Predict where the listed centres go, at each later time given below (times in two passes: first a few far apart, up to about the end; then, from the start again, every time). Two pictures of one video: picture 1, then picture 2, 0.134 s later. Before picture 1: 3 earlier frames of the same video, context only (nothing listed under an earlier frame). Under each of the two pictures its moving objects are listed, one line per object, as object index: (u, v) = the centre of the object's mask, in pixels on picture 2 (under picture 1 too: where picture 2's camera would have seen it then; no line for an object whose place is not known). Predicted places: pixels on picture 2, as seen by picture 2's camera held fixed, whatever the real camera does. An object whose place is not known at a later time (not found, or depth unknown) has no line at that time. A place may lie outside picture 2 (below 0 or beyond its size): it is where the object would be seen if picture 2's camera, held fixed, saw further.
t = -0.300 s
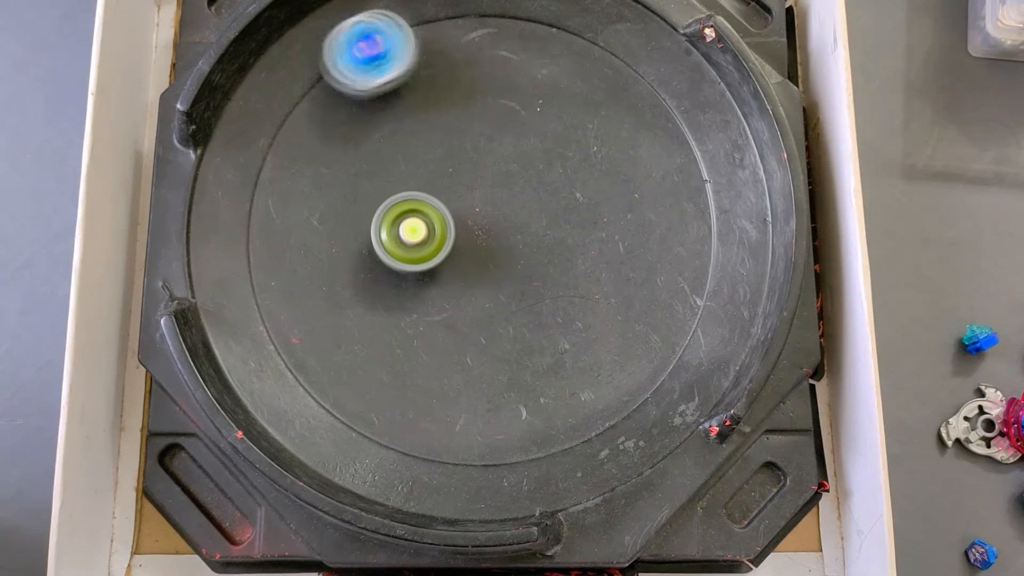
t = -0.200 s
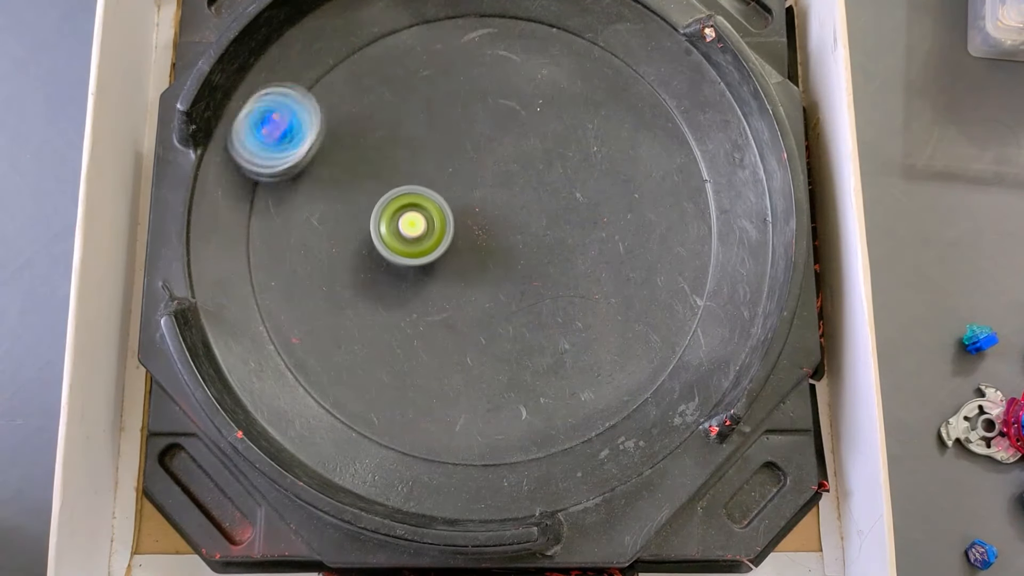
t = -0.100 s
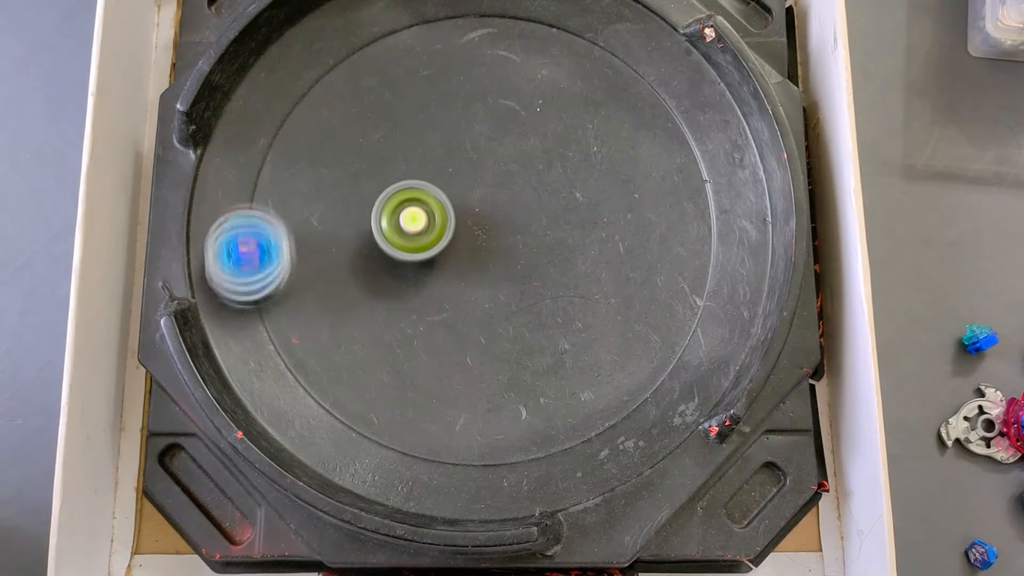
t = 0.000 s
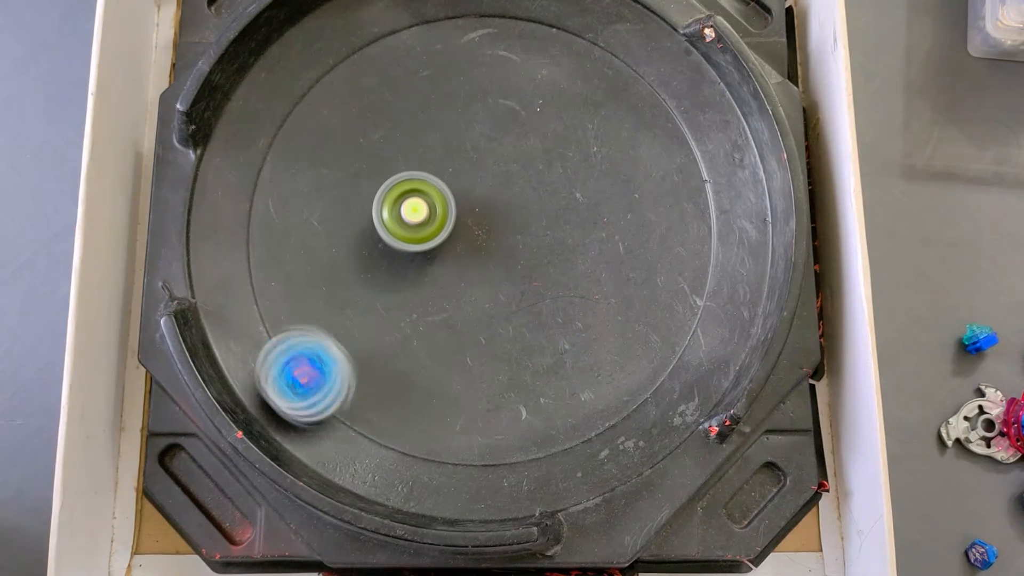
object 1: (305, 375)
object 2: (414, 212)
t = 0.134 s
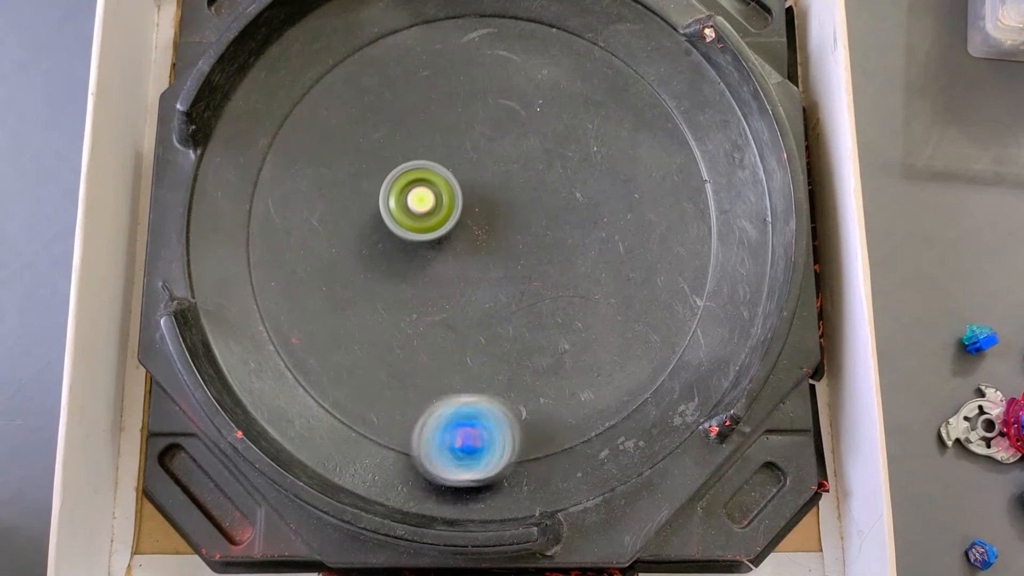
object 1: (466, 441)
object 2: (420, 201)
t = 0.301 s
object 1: (652, 331)
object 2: (432, 191)
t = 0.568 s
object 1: (579, 42)
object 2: (454, 177)
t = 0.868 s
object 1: (268, 154)
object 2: (475, 168)
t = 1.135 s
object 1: (410, 406)
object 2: (492, 172)
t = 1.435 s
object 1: (696, 218)
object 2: (515, 184)
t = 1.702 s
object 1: (503, 25)
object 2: (536, 193)
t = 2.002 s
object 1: (284, 229)
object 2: (540, 213)
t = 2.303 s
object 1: (543, 418)
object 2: (538, 237)
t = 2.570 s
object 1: (702, 169)
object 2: (525, 259)
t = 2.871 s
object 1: (418, 45)
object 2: (499, 269)
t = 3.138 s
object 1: (280, 287)
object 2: (478, 276)
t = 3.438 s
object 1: (569, 423)
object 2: (459, 274)
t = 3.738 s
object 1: (650, 119)
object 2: (445, 261)
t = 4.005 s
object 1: (376, 54)
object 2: (432, 239)
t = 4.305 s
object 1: (283, 328)
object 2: (431, 216)
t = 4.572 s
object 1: (566, 399)
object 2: (441, 197)
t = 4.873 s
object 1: (642, 101)
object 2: (460, 180)
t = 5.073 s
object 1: (453, 26)
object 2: (471, 174)
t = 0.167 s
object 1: (512, 435)
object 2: (422, 199)
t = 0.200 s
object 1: (553, 419)
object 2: (424, 197)
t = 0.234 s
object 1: (594, 396)
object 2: (427, 195)
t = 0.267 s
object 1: (625, 366)
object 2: (430, 193)
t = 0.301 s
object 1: (652, 331)
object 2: (432, 191)
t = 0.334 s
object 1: (671, 290)
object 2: (435, 190)
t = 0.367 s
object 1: (680, 251)
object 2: (437, 188)
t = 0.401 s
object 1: (682, 208)
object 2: (440, 186)
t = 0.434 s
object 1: (675, 167)
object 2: (442, 185)
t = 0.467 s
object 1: (661, 129)
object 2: (445, 183)
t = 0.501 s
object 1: (639, 94)
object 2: (448, 181)
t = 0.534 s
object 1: (610, 65)
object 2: (451, 179)
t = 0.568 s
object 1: (579, 42)
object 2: (454, 177)
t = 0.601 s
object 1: (543, 30)
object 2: (457, 175)
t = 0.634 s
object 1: (505, 24)
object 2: (459, 173)
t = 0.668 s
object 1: (464, 22)
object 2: (461, 172)
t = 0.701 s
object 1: (419, 27)
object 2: (463, 170)
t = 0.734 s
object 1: (379, 36)
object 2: (467, 169)
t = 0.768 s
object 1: (343, 55)
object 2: (470, 168)
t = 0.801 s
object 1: (310, 85)
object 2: (472, 167)
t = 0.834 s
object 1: (284, 118)
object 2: (474, 167)
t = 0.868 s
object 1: (268, 154)
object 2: (475, 168)
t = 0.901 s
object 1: (259, 190)
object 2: (478, 168)
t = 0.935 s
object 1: (258, 229)
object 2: (480, 169)
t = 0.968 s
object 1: (266, 269)
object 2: (482, 170)
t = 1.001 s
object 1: (282, 305)
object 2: (484, 170)
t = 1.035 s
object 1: (305, 338)
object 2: (486, 171)
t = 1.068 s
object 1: (336, 367)
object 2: (488, 172)
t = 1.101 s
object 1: (371, 390)
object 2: (490, 172)
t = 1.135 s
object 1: (410, 406)
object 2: (492, 172)
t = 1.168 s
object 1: (454, 414)
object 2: (494, 172)
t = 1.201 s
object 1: (498, 414)
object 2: (497, 173)
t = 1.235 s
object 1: (540, 406)
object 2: (499, 174)
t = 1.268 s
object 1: (582, 388)
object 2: (502, 176)
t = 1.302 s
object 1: (617, 363)
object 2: (505, 178)
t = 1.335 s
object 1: (648, 333)
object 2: (508, 179)
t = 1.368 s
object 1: (673, 297)
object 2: (510, 181)
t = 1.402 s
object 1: (689, 259)
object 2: (513, 182)
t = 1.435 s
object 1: (696, 218)
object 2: (515, 184)
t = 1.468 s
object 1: (696, 175)
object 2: (518, 186)
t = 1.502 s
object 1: (687, 138)
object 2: (521, 188)
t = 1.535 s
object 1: (668, 102)
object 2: (525, 189)
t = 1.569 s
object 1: (641, 72)
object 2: (528, 191)
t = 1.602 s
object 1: (610, 49)
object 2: (532, 191)
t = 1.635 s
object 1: (576, 34)
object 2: (534, 192)
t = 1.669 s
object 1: (540, 28)
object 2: (535, 192)
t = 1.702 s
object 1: (503, 25)
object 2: (536, 193)
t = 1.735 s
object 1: (462, 26)
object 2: (537, 195)
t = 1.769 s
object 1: (426, 30)
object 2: (538, 196)
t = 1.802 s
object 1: (391, 40)
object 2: (538, 198)
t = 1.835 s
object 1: (359, 61)
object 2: (538, 200)
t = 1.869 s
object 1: (332, 88)
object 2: (539, 203)
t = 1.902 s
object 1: (310, 119)
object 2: (539, 205)
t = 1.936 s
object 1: (294, 153)
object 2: (540, 208)
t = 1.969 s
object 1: (284, 191)
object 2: (539, 211)
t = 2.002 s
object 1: (284, 229)
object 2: (540, 213)
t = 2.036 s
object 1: (289, 266)
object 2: (540, 215)
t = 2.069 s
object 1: (302, 302)
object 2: (540, 217)
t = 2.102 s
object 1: (322, 337)
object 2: (540, 220)
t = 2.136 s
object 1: (350, 367)
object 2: (540, 223)
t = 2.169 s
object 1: (381, 391)
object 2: (540, 226)
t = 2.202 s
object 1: (419, 409)
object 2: (540, 228)
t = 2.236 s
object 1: (460, 421)
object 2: (540, 231)
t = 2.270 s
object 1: (501, 424)
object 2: (539, 234)
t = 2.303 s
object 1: (543, 418)
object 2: (538, 237)
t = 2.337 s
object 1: (585, 406)
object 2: (538, 240)
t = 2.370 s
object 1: (620, 386)
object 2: (537, 243)
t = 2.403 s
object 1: (654, 357)
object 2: (536, 246)
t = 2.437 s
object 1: (679, 324)
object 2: (534, 250)
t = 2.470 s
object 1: (697, 289)
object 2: (533, 253)
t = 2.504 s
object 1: (708, 248)
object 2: (531, 255)
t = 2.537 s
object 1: (709, 210)
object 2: (528, 258)
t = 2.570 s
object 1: (702, 169)
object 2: (525, 259)
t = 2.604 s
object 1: (686, 134)
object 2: (521, 260)
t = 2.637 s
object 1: (665, 103)
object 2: (518, 260)
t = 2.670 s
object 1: (637, 76)
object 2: (516, 262)
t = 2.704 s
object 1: (605, 56)
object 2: (513, 263)
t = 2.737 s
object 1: (572, 43)
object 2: (510, 265)
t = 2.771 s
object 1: (534, 36)
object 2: (507, 266)
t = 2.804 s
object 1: (494, 34)
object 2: (505, 267)
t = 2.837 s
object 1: (456, 37)
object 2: (502, 269)
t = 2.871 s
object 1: (418, 45)
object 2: (499, 269)
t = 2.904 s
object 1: (383, 62)
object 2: (496, 270)
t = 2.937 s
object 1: (353, 84)
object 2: (494, 270)
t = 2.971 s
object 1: (327, 111)
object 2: (491, 271)
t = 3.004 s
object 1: (304, 143)
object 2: (488, 273)
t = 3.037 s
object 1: (288, 177)
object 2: (486, 273)
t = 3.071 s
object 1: (279, 211)
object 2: (483, 274)
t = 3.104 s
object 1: (276, 248)
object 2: (481, 275)
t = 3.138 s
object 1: (280, 287)
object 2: (478, 276)
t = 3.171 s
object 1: (292, 322)
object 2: (475, 277)
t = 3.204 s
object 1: (311, 354)
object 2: (473, 277)
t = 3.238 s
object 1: (338, 385)
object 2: (471, 277)
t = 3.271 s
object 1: (370, 409)
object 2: (469, 277)
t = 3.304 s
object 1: (406, 428)
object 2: (466, 277)
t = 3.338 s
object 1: (446, 439)
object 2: (464, 277)
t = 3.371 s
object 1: (489, 442)
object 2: (462, 276)
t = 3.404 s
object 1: (529, 436)
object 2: (460, 275)
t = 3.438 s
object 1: (569, 423)
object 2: (459, 274)
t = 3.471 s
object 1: (605, 402)
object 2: (457, 274)
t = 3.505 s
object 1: (635, 376)
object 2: (456, 272)
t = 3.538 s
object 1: (661, 343)
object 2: (455, 271)
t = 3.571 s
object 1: (679, 306)
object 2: (454, 270)
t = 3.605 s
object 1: (689, 267)
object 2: (452, 269)
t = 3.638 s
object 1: (690, 226)
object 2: (451, 267)
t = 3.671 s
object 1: (684, 188)
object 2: (449, 265)
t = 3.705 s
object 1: (670, 152)
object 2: (447, 263)
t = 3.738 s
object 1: (650, 119)
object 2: (445, 261)
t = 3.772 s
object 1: (624, 92)
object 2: (443, 259)
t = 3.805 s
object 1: (594, 70)
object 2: (442, 256)
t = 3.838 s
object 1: (559, 52)
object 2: (440, 254)
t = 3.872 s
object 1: (525, 41)
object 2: (438, 251)
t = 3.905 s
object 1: (486, 36)
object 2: (437, 248)
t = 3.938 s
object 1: (447, 37)
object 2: (435, 245)
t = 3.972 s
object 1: (412, 42)
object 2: (434, 243)
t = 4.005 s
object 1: (376, 54)
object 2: (432, 239)
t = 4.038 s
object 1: (344, 74)
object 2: (431, 237)
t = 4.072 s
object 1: (316, 97)
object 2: (430, 234)
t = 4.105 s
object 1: (292, 124)
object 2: (429, 231)
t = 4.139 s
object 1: (273, 155)
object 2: (429, 228)
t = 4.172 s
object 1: (262, 190)
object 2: (429, 225)
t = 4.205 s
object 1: (256, 225)
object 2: (429, 223)
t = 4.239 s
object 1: (257, 260)
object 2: (430, 221)
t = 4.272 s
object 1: (267, 295)
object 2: (430, 218)
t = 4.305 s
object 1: (283, 328)
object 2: (431, 216)
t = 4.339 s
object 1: (305, 358)
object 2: (432, 214)
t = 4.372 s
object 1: (335, 384)
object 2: (434, 212)
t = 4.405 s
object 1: (370, 406)
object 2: (435, 209)
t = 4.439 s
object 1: (407, 419)
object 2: (435, 207)
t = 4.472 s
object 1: (447, 426)
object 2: (437, 204)
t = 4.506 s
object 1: (490, 424)
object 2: (438, 202)
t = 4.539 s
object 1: (528, 416)
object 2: (439, 199)
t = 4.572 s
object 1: (566, 399)
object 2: (441, 197)
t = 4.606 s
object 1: (601, 376)
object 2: (443, 195)
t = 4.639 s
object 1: (628, 349)
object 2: (445, 192)
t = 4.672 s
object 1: (652, 314)
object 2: (447, 190)
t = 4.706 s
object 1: (667, 280)
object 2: (450, 188)
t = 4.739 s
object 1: (677, 243)
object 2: (452, 187)
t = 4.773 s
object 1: (678, 205)
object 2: (454, 185)
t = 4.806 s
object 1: (673, 168)
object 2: (456, 184)
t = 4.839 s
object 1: (661, 134)
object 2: (458, 182)
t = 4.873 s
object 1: (642, 101)
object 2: (460, 180)
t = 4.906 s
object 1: (619, 75)
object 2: (462, 178)
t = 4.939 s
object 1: (590, 53)
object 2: (463, 177)
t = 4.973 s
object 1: (559, 37)
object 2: (465, 175)
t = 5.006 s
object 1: (527, 30)
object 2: (467, 174)
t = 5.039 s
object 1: (491, 26)
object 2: (469, 174)
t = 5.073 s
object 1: (453, 26)
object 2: (471, 174)
